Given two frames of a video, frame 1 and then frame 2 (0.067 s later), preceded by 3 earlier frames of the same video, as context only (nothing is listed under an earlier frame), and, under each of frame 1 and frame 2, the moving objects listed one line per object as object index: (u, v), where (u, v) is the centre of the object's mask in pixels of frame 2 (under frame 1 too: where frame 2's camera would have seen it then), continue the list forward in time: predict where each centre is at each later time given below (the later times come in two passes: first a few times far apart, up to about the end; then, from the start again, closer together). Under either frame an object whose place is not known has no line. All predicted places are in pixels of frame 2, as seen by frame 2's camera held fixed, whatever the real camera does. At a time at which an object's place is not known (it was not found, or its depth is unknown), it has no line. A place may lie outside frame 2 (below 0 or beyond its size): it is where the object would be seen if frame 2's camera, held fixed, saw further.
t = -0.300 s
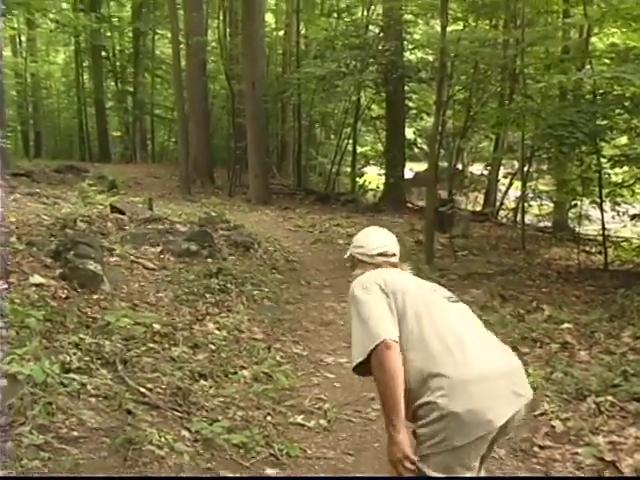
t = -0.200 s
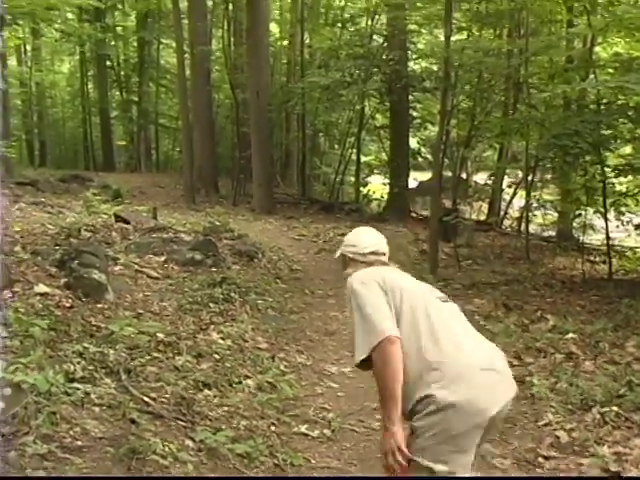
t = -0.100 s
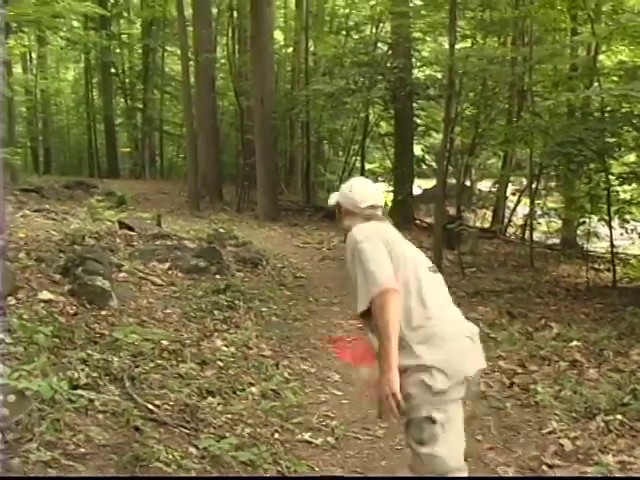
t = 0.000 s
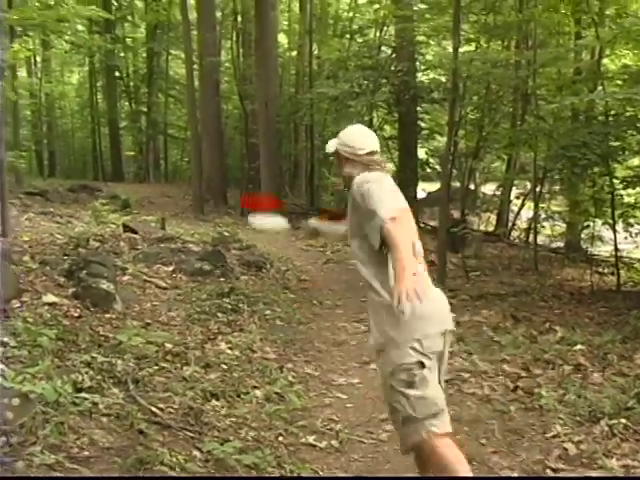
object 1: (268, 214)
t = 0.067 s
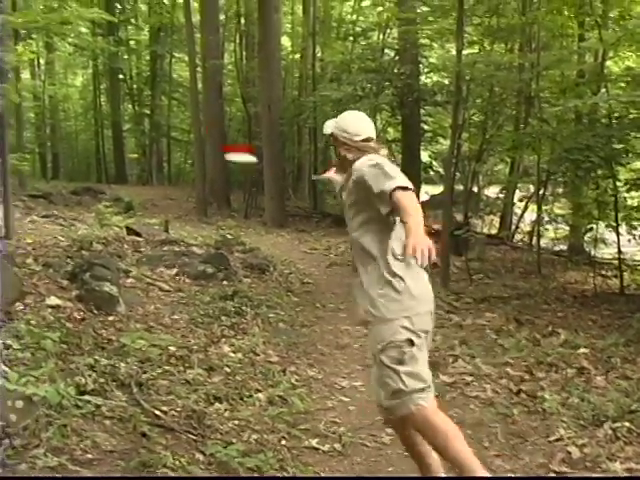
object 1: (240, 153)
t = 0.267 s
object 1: (196, 97)
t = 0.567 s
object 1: (174, 98)
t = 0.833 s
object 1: (168, 106)
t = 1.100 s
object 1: (163, 107)
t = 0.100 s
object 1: (229, 135)
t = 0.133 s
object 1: (220, 121)
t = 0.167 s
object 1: (213, 112)
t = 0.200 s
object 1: (206, 106)
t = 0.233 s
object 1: (201, 101)
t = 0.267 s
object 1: (196, 97)
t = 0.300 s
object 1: (192, 96)
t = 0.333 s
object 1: (188, 95)
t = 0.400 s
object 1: (183, 96)
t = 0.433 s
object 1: (182, 98)
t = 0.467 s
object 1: (179, 97)
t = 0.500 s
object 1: (178, 97)
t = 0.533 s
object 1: (175, 97)
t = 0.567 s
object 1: (174, 98)
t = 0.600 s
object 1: (173, 99)
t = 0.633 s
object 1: (172, 100)
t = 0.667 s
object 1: (171, 101)
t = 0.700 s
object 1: (170, 102)
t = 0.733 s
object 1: (169, 103)
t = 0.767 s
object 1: (170, 104)
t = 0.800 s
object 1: (169, 105)
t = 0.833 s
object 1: (168, 106)
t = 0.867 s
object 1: (167, 107)
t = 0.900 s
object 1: (167, 108)
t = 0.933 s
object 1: (167, 109)
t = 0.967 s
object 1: (165, 109)
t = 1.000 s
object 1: (165, 108)
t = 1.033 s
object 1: (164, 108)
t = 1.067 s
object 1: (163, 107)
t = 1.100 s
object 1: (163, 107)
